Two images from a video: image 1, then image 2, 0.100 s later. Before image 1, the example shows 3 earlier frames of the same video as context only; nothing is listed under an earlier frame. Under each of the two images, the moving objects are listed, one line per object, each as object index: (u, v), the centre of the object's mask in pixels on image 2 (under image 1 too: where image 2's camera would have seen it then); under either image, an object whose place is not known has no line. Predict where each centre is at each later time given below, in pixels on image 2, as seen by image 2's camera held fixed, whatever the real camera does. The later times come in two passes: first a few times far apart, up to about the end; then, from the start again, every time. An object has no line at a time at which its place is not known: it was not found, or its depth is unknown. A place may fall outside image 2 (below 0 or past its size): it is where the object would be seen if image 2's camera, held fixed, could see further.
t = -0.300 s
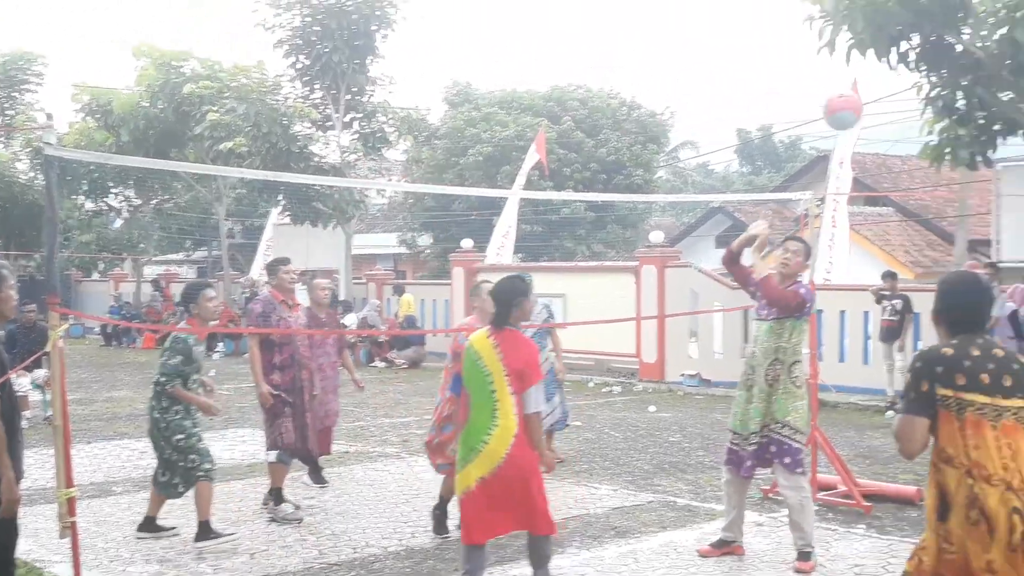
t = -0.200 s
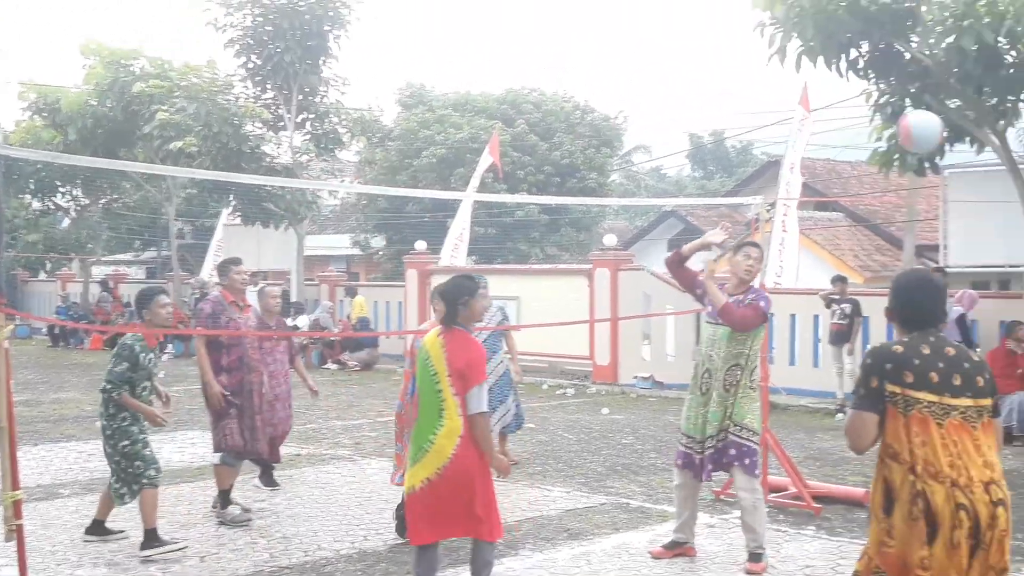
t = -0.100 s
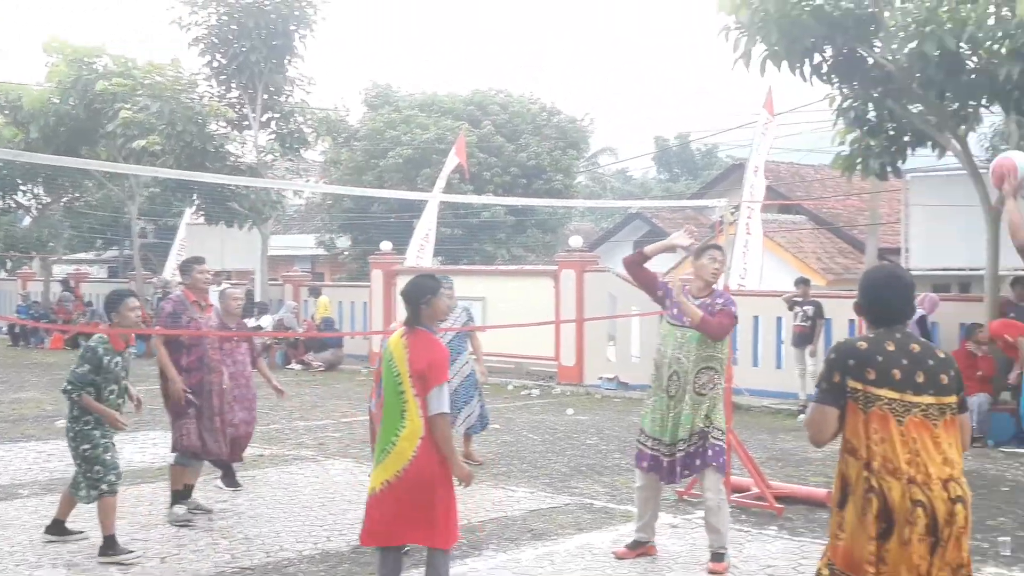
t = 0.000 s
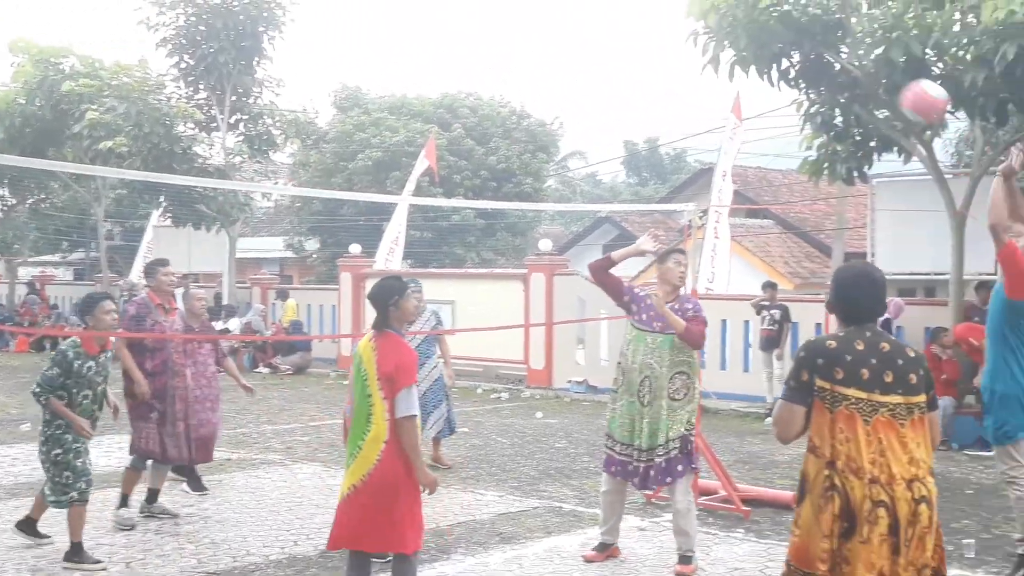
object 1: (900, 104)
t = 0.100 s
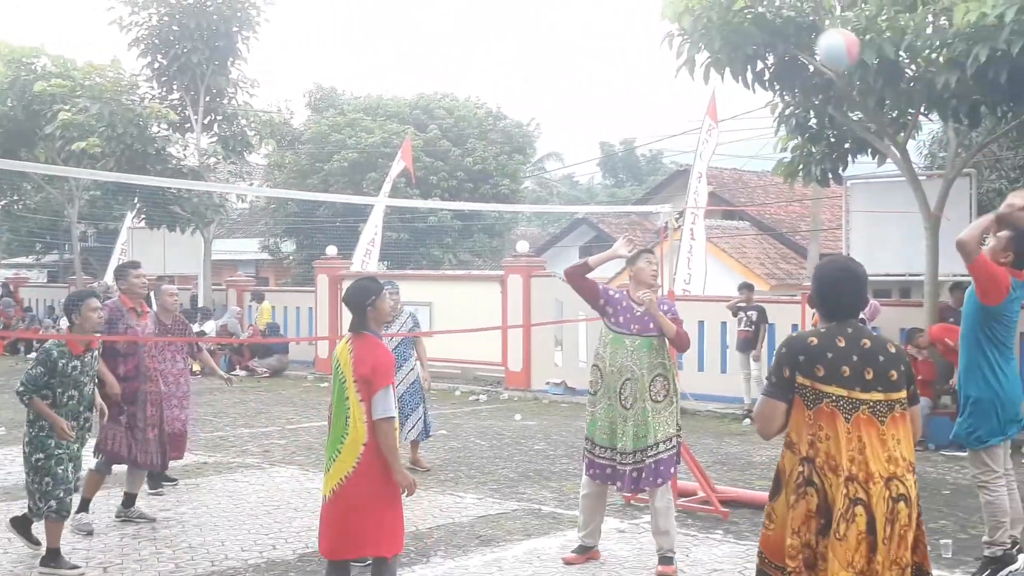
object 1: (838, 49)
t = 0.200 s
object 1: (784, 19)
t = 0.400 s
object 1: (695, 21)
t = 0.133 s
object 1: (818, 36)
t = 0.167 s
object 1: (801, 27)
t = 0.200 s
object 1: (784, 19)
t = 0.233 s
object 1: (768, 15)
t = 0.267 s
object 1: (752, 12)
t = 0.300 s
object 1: (737, 12)
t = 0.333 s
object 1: (722, 12)
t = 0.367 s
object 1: (710, 14)
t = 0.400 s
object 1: (695, 21)
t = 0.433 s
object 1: (682, 29)
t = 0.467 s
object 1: (671, 38)
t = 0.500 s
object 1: (659, 47)
